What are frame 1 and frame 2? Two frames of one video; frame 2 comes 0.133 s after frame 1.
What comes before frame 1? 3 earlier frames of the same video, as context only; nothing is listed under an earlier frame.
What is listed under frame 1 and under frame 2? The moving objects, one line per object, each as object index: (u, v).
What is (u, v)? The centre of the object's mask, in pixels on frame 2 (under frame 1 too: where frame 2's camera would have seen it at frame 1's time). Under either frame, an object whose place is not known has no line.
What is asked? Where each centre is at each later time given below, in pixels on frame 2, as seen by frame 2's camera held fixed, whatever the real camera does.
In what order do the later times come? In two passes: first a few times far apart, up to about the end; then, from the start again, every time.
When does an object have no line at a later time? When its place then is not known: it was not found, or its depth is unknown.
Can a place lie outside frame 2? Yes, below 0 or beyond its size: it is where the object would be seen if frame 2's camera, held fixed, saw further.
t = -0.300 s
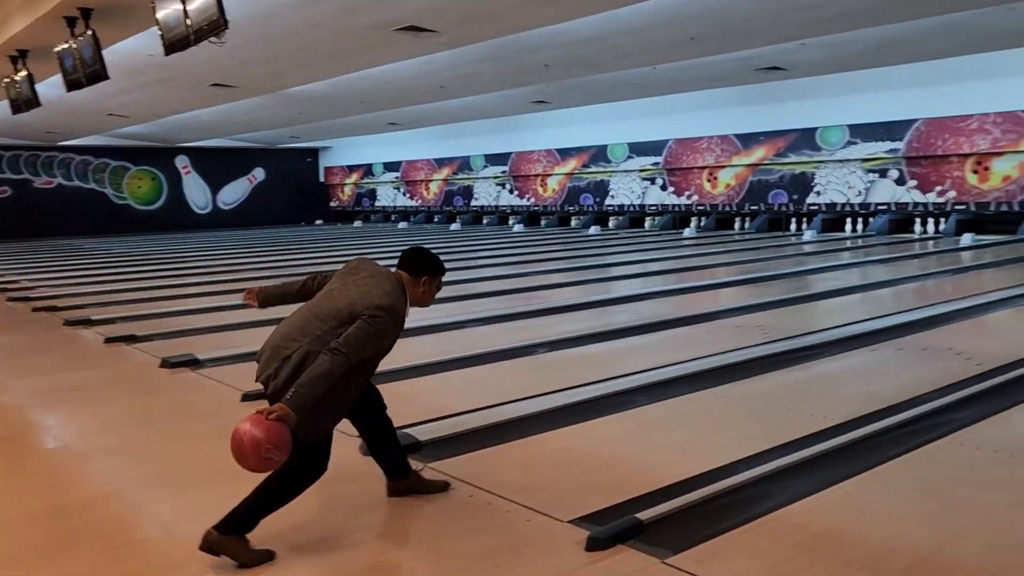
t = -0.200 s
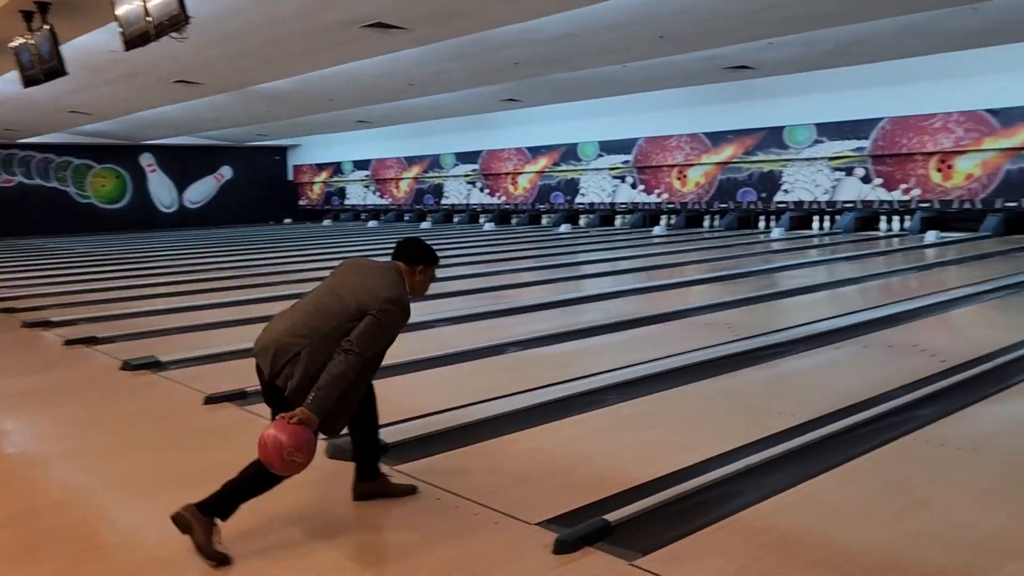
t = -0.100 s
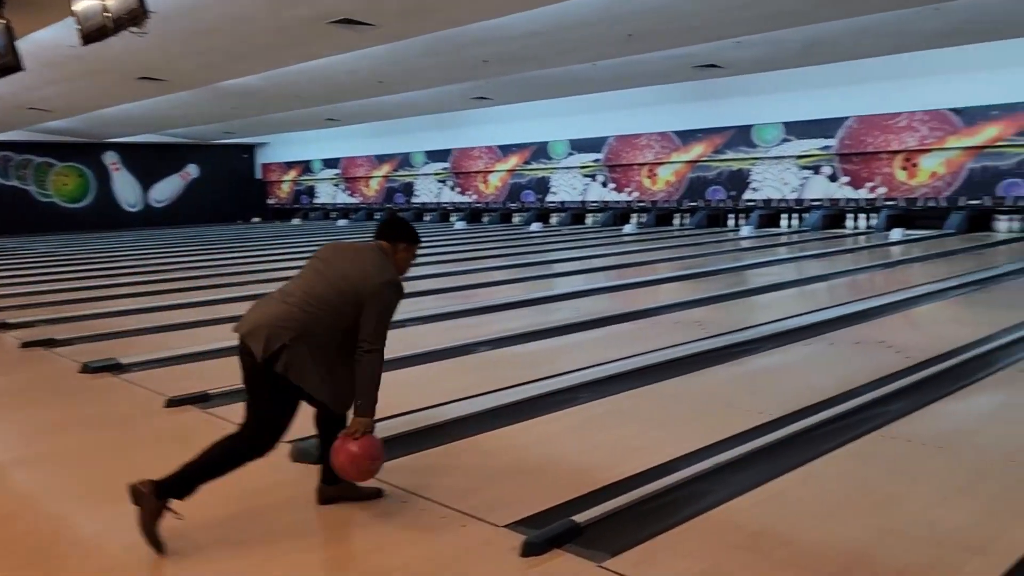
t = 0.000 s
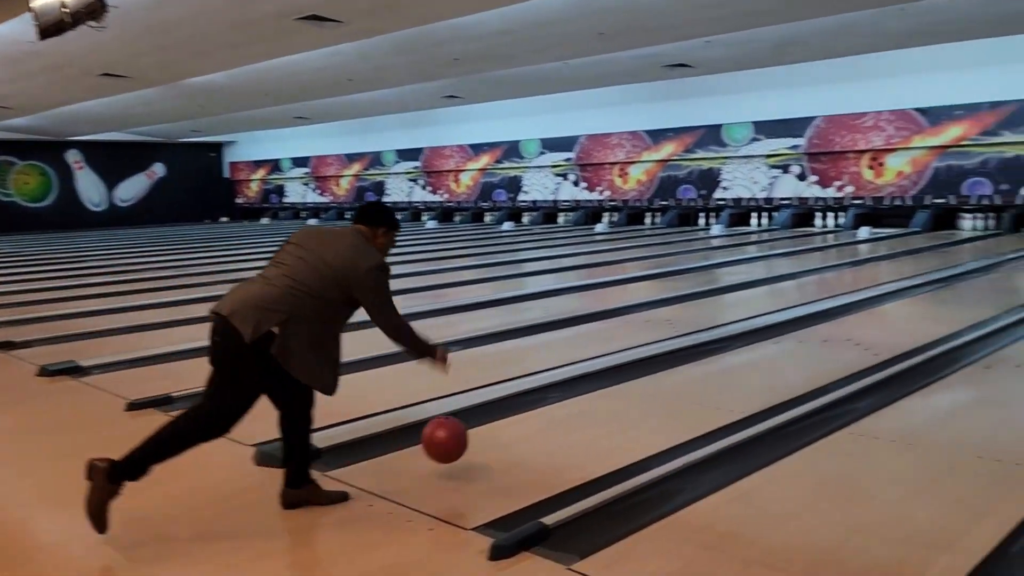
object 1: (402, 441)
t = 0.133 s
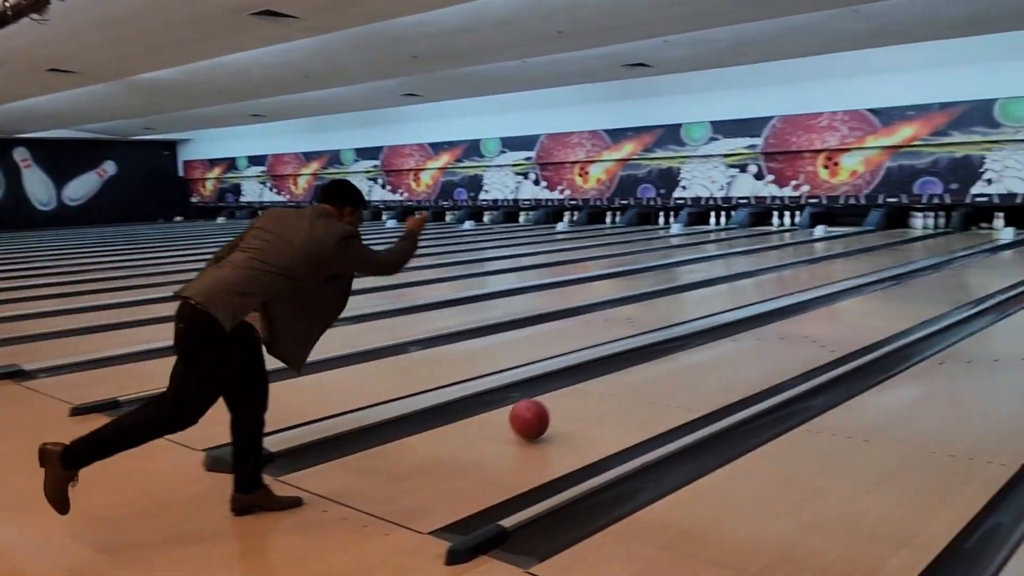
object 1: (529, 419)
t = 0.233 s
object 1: (602, 395)
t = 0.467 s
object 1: (723, 352)
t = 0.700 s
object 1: (804, 323)
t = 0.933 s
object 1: (863, 302)
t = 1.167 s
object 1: (906, 286)
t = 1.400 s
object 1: (940, 274)
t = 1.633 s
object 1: (965, 264)
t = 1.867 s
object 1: (987, 257)
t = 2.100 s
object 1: (1004, 249)
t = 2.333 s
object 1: (1019, 244)
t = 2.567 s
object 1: (1030, 239)
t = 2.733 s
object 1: (1035, 238)
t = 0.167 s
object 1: (555, 411)
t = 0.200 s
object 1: (579, 404)
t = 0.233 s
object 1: (602, 395)
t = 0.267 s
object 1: (622, 388)
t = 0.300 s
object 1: (642, 381)
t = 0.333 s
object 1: (660, 375)
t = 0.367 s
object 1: (678, 368)
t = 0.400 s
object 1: (694, 363)
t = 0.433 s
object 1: (709, 357)
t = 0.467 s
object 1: (723, 352)
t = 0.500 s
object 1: (737, 347)
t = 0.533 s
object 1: (750, 342)
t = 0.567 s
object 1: (762, 338)
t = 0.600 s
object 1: (773, 334)
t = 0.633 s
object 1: (784, 330)
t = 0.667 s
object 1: (795, 326)
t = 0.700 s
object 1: (804, 323)
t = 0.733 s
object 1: (814, 320)
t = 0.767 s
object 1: (823, 316)
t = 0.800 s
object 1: (832, 313)
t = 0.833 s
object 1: (840, 310)
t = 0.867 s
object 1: (848, 307)
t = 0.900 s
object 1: (855, 305)
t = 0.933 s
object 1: (863, 302)
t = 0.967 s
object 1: (869, 300)
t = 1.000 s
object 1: (876, 297)
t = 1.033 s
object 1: (883, 295)
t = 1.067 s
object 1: (889, 293)
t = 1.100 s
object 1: (895, 290)
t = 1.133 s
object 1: (901, 288)
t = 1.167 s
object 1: (906, 286)
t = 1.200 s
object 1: (912, 284)
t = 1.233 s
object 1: (917, 283)
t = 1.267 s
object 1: (922, 281)
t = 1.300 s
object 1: (926, 279)
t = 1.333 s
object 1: (931, 277)
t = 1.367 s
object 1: (935, 276)
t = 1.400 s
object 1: (940, 274)
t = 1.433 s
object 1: (944, 272)
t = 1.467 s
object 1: (947, 271)
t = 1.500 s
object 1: (951, 270)
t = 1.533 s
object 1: (955, 268)
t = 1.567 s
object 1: (958, 267)
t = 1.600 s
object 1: (962, 266)
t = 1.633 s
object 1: (965, 264)
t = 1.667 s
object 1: (969, 263)
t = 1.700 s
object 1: (972, 262)
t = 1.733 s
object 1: (975, 261)
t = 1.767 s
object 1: (978, 260)
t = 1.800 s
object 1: (981, 259)
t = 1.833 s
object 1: (985, 258)
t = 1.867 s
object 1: (987, 257)
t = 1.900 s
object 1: (990, 255)
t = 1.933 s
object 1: (992, 254)
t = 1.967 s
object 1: (995, 253)
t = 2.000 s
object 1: (998, 252)
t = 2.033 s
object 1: (1000, 252)
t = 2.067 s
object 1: (1002, 250)
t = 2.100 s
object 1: (1004, 249)
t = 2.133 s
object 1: (1006, 249)
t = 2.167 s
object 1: (1009, 247)
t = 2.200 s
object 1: (1011, 247)
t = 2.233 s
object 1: (1012, 246)
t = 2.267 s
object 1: (1015, 245)
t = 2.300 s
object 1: (1017, 245)
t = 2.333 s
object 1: (1019, 244)
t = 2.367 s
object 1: (1021, 243)
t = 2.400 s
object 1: (1023, 243)
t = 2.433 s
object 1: (1024, 242)
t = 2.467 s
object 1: (1026, 241)
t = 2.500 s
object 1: (1028, 240)
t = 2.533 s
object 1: (1030, 239)
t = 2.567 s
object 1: (1030, 239)
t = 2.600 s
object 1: (1031, 238)
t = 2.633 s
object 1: (1034, 238)
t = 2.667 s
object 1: (1035, 237)
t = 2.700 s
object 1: (1035, 238)
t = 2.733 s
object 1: (1035, 238)
